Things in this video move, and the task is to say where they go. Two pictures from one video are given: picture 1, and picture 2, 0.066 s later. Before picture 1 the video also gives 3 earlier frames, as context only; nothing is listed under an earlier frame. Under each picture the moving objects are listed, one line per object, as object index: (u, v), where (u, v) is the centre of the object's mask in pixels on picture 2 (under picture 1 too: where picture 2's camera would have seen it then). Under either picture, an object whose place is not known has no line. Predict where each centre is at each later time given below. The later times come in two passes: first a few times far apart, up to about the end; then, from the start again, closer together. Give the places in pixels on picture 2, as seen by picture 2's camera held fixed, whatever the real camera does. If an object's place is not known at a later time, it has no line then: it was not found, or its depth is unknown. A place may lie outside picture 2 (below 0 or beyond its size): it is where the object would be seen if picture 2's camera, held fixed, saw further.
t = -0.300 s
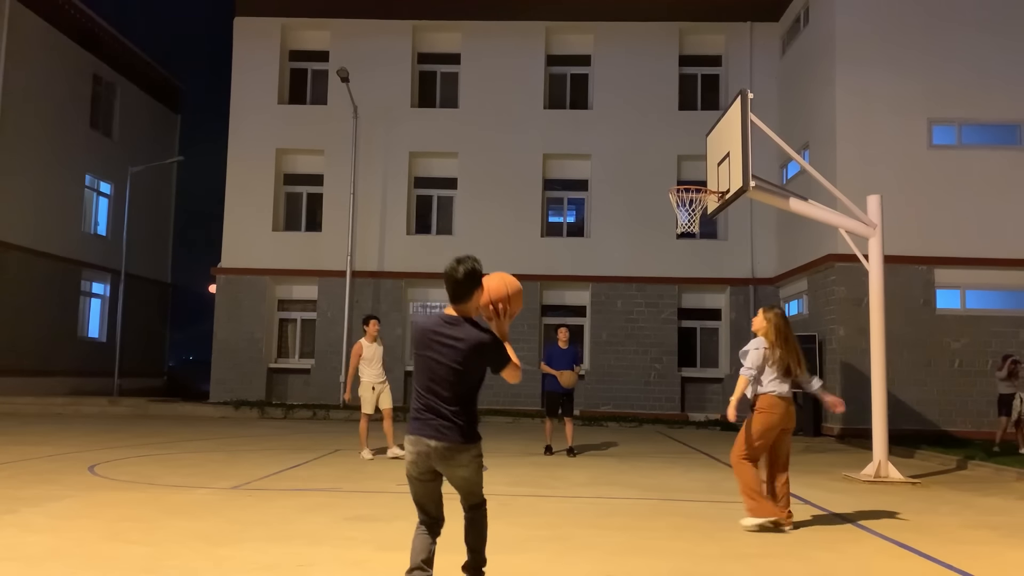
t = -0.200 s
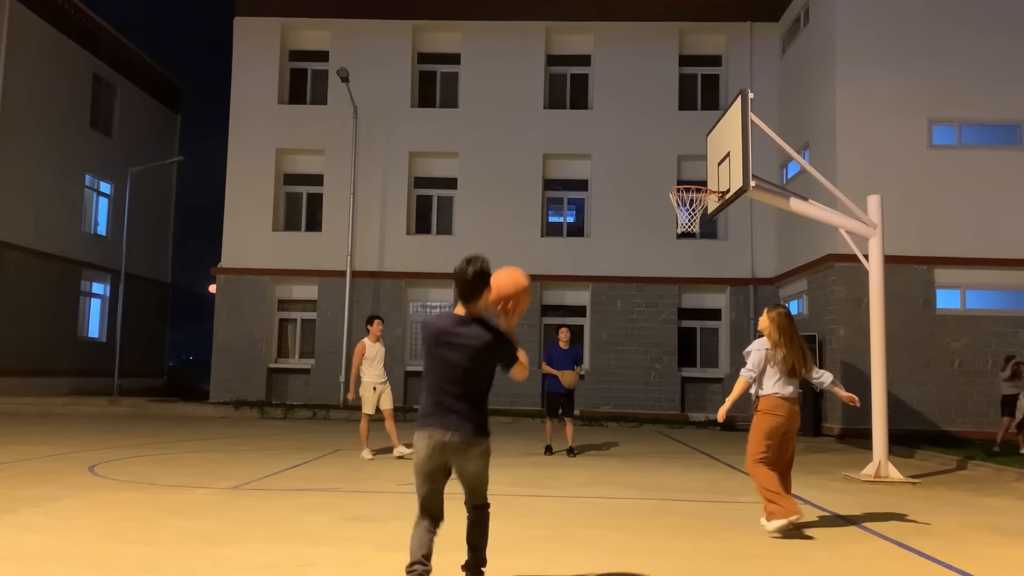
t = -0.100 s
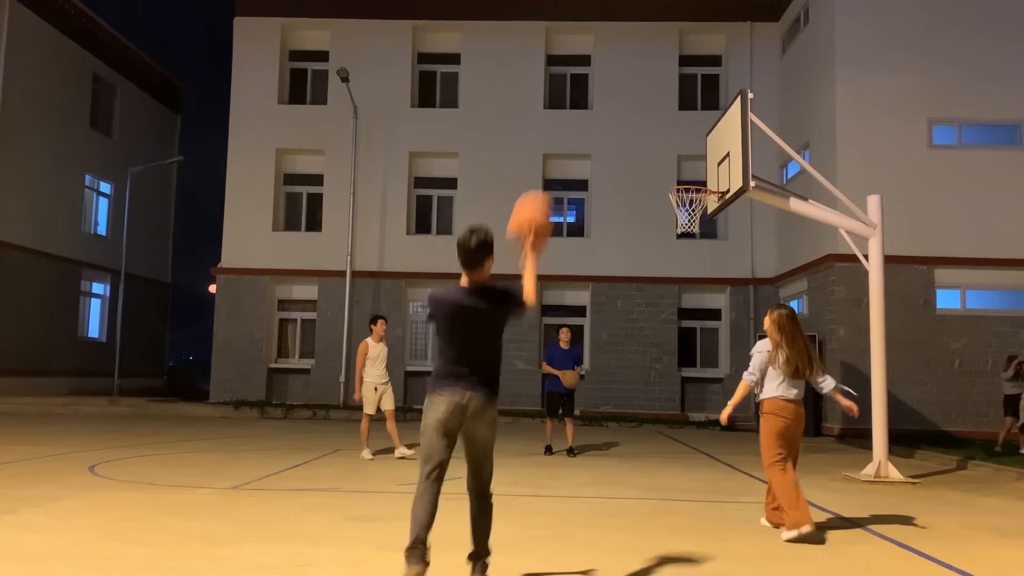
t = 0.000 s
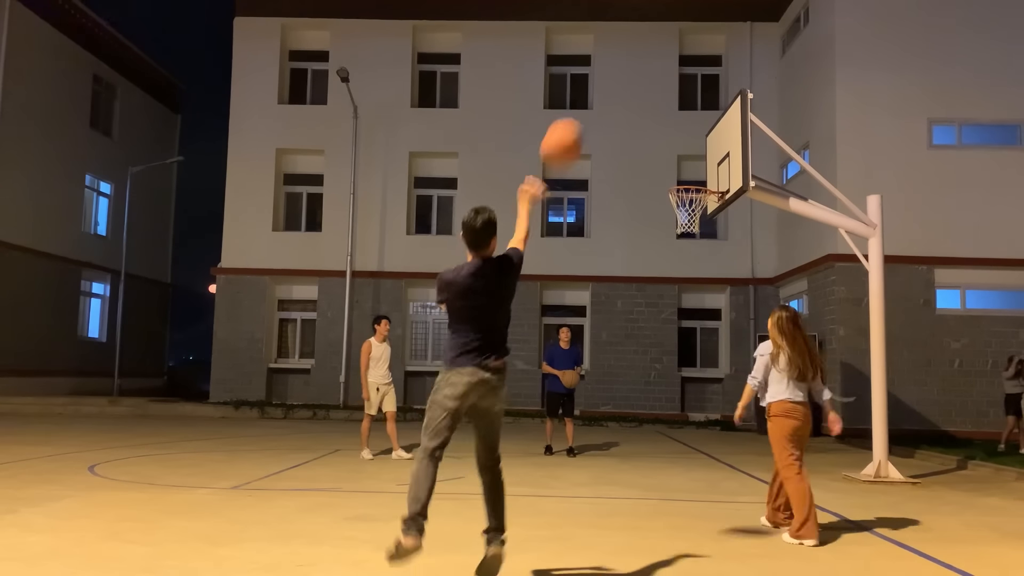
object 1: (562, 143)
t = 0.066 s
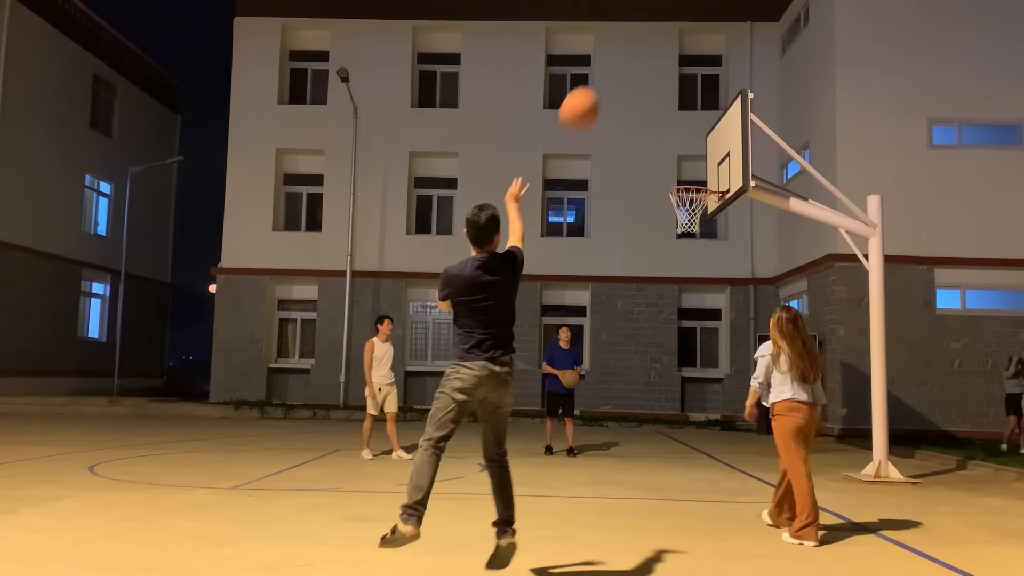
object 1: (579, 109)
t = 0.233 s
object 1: (615, 63)
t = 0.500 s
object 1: (655, 71)
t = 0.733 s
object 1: (680, 131)
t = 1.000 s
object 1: (680, 225)
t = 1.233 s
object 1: (647, 314)
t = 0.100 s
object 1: (588, 95)
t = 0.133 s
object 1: (595, 85)
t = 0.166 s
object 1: (602, 75)
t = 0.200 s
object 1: (609, 68)
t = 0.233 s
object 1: (615, 63)
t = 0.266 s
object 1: (621, 59)
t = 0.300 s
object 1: (627, 57)
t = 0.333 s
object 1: (632, 57)
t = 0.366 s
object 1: (637, 57)
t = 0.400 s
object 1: (642, 59)
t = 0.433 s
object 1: (647, 62)
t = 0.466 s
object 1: (651, 66)
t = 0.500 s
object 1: (655, 71)
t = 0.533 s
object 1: (659, 77)
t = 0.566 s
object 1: (663, 84)
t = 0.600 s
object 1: (667, 92)
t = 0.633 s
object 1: (671, 100)
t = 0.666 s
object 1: (674, 110)
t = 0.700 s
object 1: (677, 120)
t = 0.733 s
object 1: (680, 131)
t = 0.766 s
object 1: (683, 142)
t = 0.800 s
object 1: (686, 154)
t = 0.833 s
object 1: (689, 166)
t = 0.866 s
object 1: (692, 177)
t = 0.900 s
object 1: (694, 192)
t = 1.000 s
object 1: (680, 225)
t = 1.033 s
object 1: (677, 234)
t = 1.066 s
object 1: (672, 245)
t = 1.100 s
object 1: (667, 257)
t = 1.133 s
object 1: (662, 270)
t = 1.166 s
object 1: (656, 286)
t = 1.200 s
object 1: (653, 298)
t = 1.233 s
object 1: (647, 314)
